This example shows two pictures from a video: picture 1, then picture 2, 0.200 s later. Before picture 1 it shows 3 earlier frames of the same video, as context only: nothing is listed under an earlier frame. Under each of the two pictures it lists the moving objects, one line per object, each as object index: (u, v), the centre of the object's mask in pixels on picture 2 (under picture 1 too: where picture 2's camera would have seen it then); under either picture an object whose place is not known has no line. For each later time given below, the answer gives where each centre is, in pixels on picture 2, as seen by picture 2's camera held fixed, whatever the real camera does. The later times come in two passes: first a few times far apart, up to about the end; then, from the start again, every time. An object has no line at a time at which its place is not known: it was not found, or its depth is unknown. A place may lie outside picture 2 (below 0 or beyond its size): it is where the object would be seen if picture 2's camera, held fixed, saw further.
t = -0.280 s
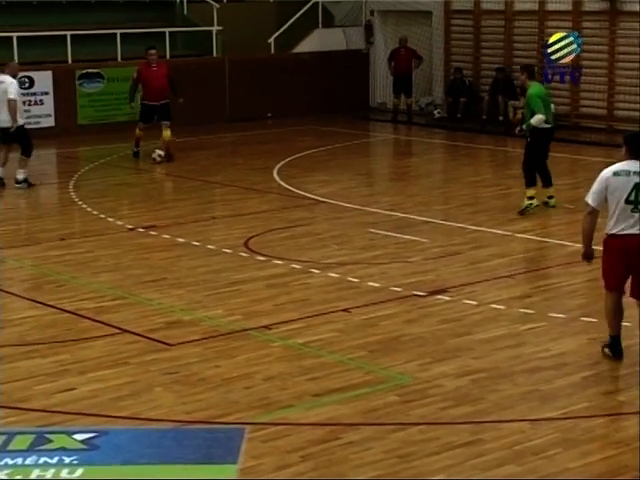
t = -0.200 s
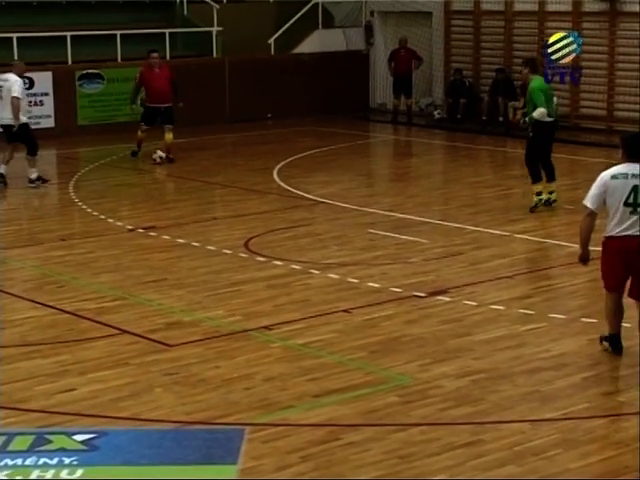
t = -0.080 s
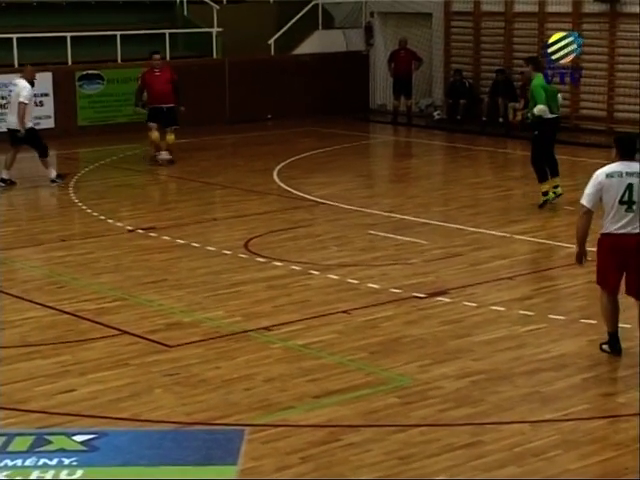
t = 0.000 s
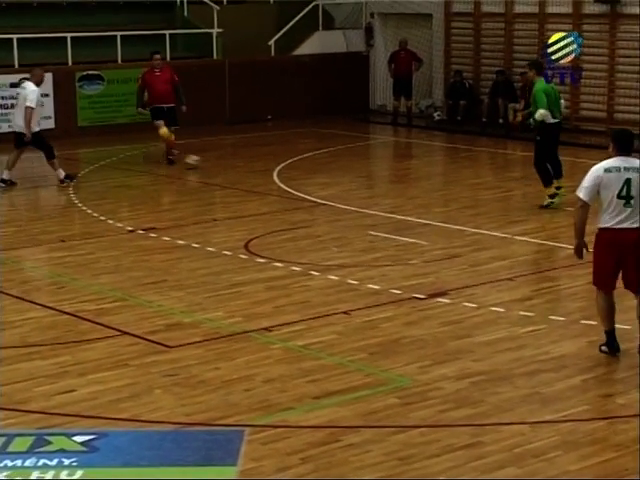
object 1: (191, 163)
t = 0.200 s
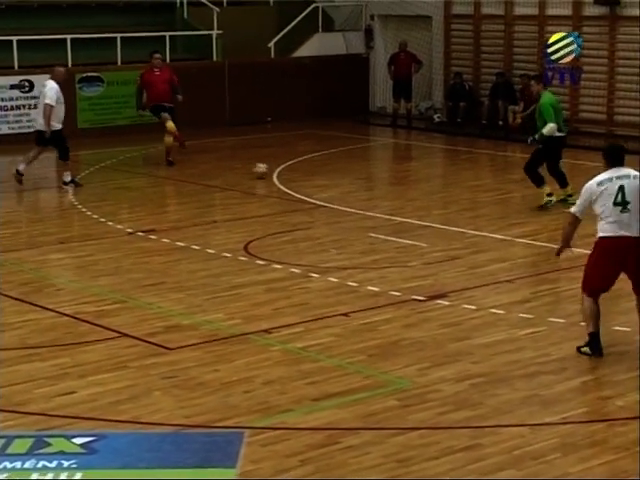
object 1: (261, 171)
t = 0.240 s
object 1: (274, 172)
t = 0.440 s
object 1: (334, 179)
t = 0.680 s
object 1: (401, 187)
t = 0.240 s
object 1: (274, 172)
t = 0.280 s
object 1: (286, 175)
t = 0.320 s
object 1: (298, 175)
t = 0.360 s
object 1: (311, 176)
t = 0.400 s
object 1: (323, 179)
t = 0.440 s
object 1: (334, 179)
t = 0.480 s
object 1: (346, 181)
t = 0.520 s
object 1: (357, 181)
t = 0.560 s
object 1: (367, 183)
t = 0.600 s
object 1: (378, 184)
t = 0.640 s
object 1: (389, 185)
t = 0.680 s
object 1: (401, 187)
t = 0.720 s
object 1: (411, 188)
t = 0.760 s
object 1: (423, 189)
